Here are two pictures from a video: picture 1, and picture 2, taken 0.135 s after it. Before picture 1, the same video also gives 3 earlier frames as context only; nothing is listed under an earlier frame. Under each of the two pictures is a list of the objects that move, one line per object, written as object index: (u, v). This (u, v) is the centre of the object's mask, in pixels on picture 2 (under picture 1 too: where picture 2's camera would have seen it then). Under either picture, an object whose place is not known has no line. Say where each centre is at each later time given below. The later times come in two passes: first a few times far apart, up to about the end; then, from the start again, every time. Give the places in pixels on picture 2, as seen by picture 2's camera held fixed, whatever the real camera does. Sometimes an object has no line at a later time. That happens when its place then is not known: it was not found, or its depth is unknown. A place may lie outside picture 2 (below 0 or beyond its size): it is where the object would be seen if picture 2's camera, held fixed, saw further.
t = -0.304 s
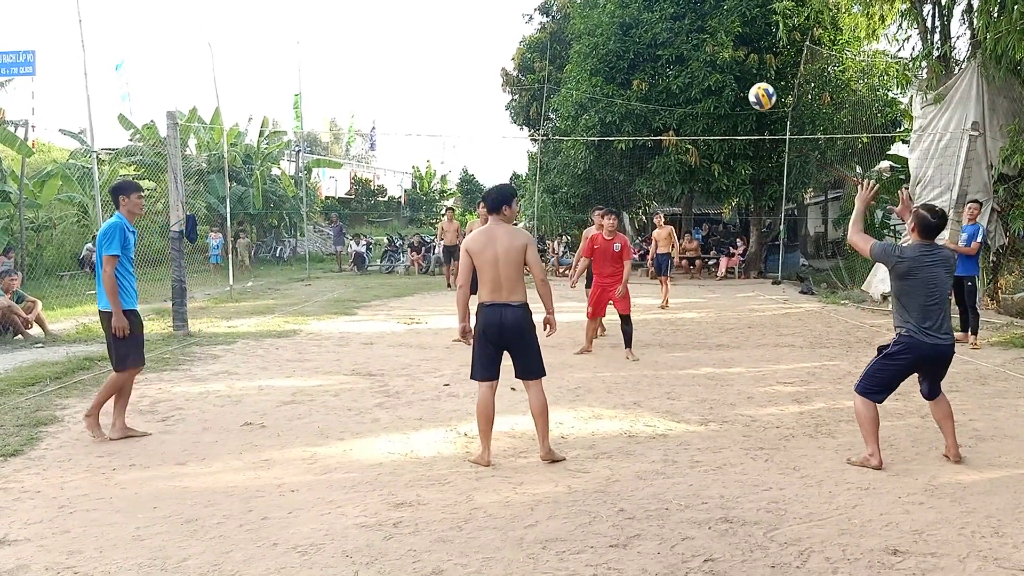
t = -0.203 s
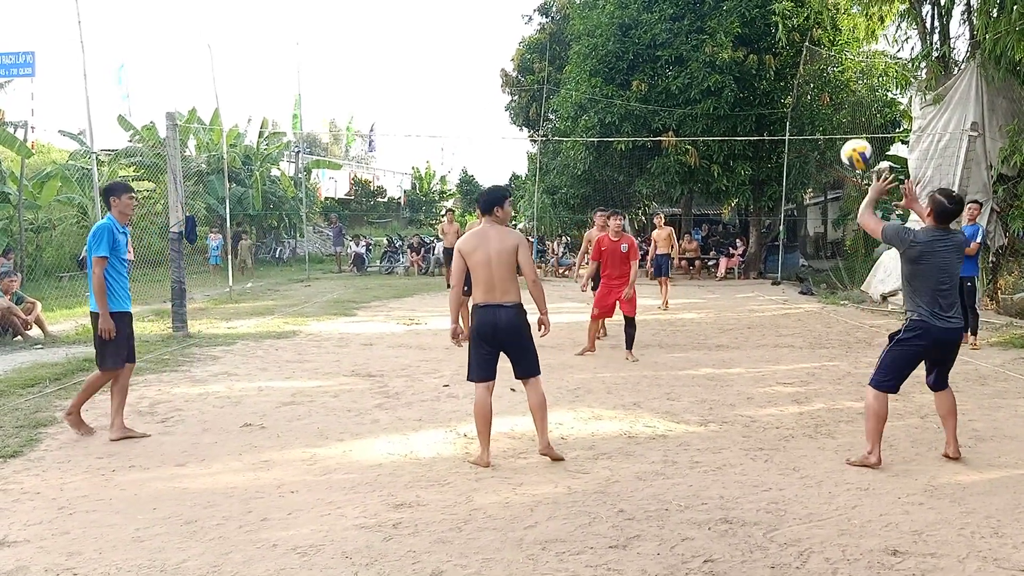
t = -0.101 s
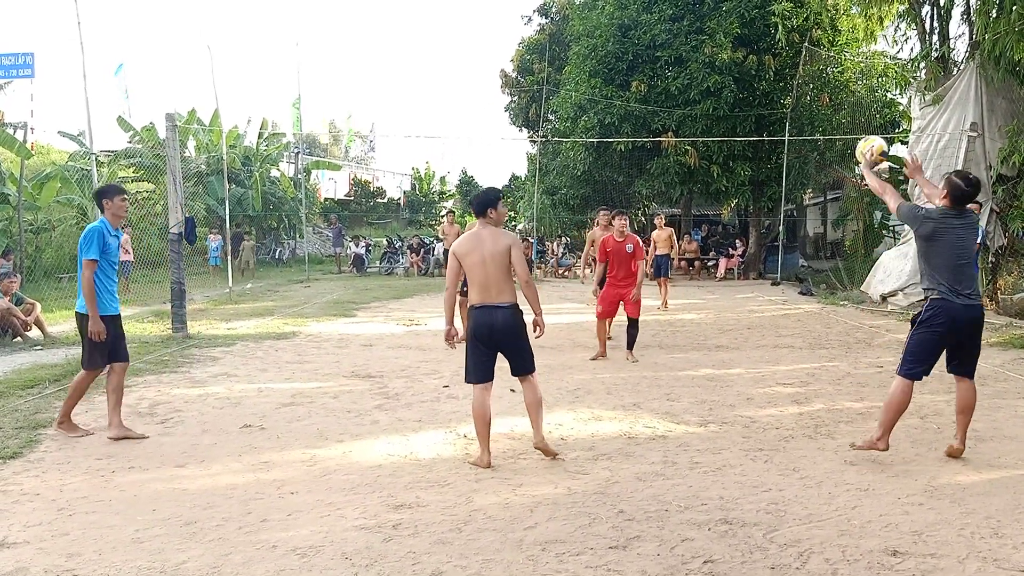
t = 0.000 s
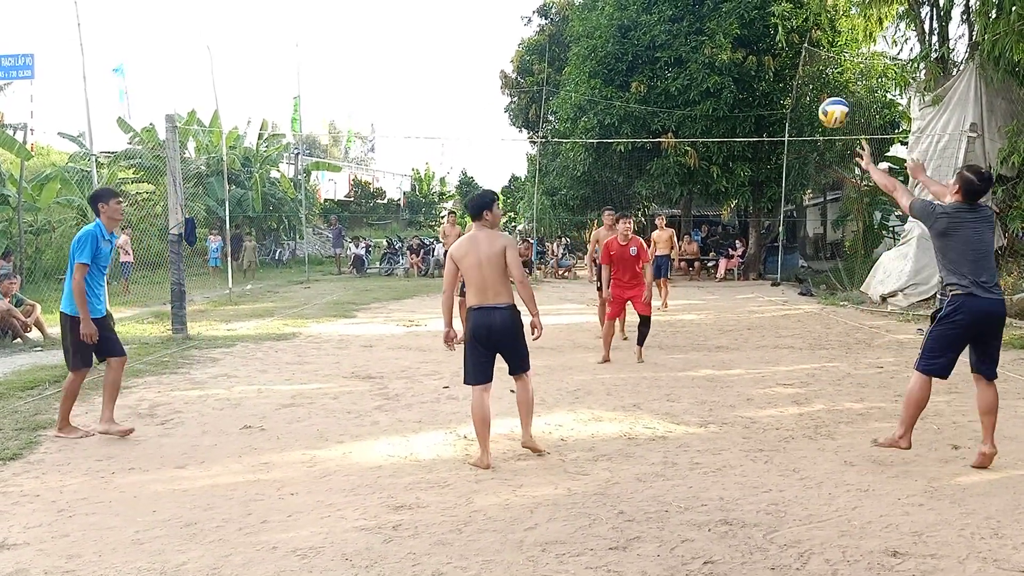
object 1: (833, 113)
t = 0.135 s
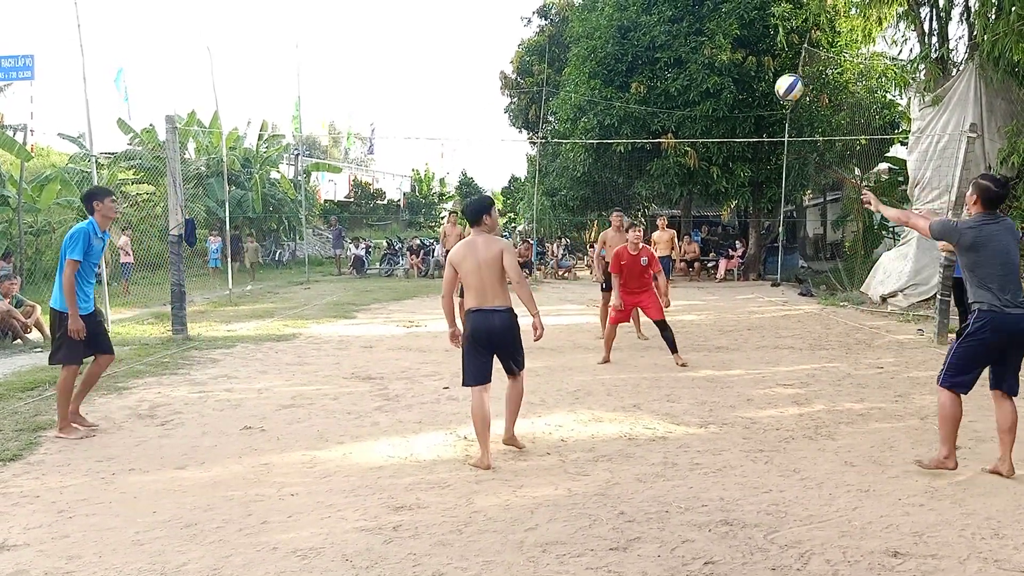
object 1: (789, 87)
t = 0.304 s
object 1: (741, 91)
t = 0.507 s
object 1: (693, 135)
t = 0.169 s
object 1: (779, 86)
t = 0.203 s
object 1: (769, 85)
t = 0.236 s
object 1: (759, 86)
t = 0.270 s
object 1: (750, 88)
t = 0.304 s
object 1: (741, 91)
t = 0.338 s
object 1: (733, 96)
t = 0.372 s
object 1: (724, 101)
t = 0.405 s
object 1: (716, 108)
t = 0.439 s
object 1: (708, 116)
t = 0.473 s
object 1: (700, 125)
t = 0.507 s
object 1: (693, 135)
